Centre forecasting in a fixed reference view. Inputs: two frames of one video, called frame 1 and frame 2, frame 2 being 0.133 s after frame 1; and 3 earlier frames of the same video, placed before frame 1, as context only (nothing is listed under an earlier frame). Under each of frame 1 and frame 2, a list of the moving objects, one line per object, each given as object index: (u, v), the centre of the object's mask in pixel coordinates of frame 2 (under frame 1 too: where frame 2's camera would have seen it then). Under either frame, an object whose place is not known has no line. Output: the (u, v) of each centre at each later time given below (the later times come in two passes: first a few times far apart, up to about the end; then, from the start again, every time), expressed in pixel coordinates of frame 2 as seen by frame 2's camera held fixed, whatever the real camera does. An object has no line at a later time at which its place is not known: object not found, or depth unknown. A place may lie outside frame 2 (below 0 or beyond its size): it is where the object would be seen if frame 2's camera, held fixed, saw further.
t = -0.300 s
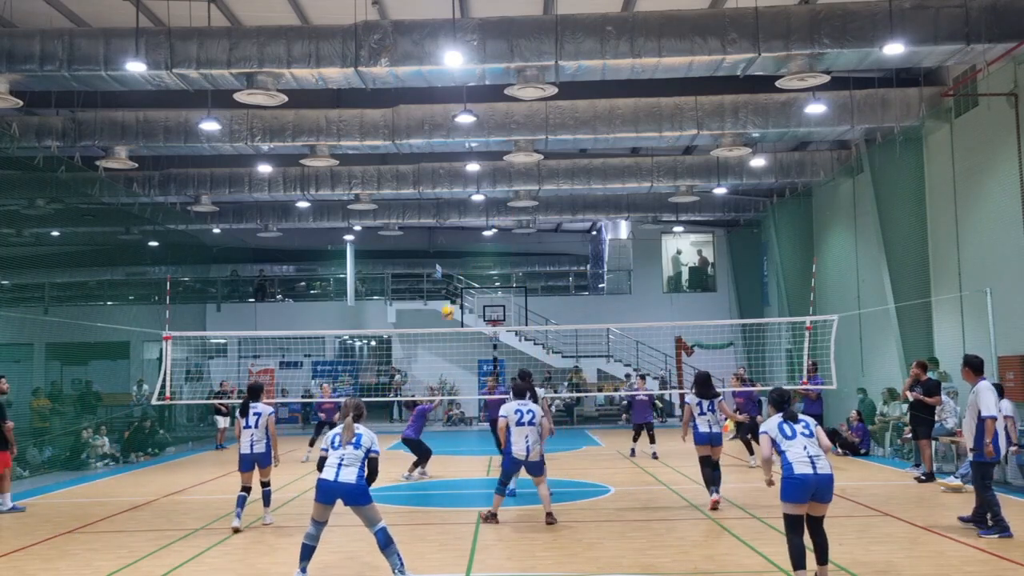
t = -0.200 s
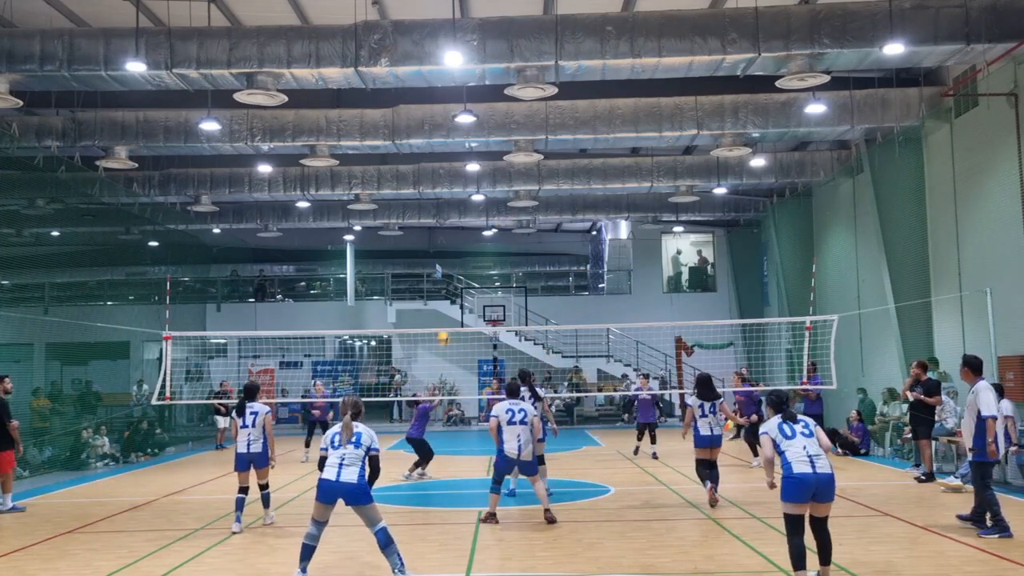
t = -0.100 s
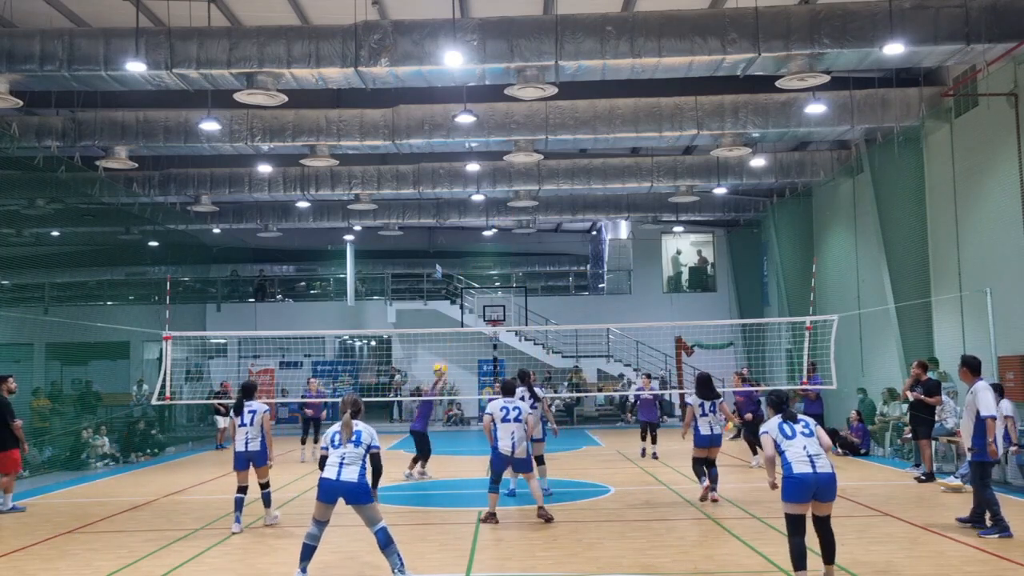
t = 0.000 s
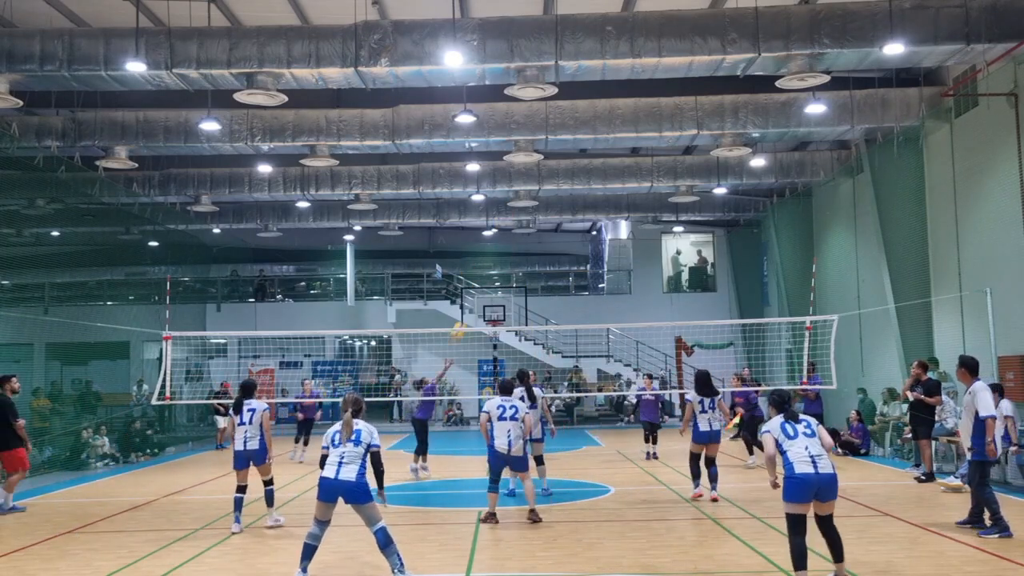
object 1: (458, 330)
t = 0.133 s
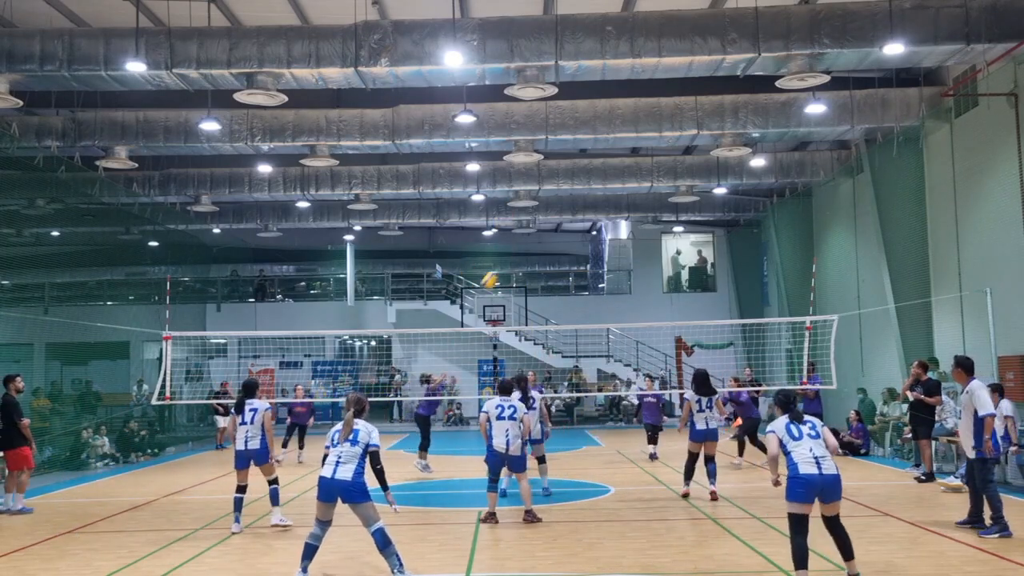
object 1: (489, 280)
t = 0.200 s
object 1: (504, 260)
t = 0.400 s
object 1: (551, 216)
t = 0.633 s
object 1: (606, 196)
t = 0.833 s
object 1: (653, 206)
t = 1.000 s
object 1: (694, 232)
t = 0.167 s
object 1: (496, 270)
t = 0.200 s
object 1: (504, 260)
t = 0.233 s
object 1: (511, 252)
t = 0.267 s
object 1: (519, 243)
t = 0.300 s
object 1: (528, 235)
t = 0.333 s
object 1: (534, 228)
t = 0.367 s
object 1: (543, 222)
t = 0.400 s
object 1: (551, 216)
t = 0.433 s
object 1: (559, 211)
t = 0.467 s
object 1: (566, 207)
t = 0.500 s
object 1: (574, 204)
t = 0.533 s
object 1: (581, 201)
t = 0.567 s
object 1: (590, 198)
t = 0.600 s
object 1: (598, 197)
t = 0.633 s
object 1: (606, 196)
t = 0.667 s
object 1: (613, 196)
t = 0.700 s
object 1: (621, 196)
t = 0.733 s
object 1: (628, 198)
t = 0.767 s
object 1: (636, 200)
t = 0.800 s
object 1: (645, 202)
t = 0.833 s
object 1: (653, 206)
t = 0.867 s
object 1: (660, 210)
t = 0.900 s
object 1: (669, 215)
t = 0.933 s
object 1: (677, 219)
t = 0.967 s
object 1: (686, 225)
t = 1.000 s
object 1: (694, 232)
